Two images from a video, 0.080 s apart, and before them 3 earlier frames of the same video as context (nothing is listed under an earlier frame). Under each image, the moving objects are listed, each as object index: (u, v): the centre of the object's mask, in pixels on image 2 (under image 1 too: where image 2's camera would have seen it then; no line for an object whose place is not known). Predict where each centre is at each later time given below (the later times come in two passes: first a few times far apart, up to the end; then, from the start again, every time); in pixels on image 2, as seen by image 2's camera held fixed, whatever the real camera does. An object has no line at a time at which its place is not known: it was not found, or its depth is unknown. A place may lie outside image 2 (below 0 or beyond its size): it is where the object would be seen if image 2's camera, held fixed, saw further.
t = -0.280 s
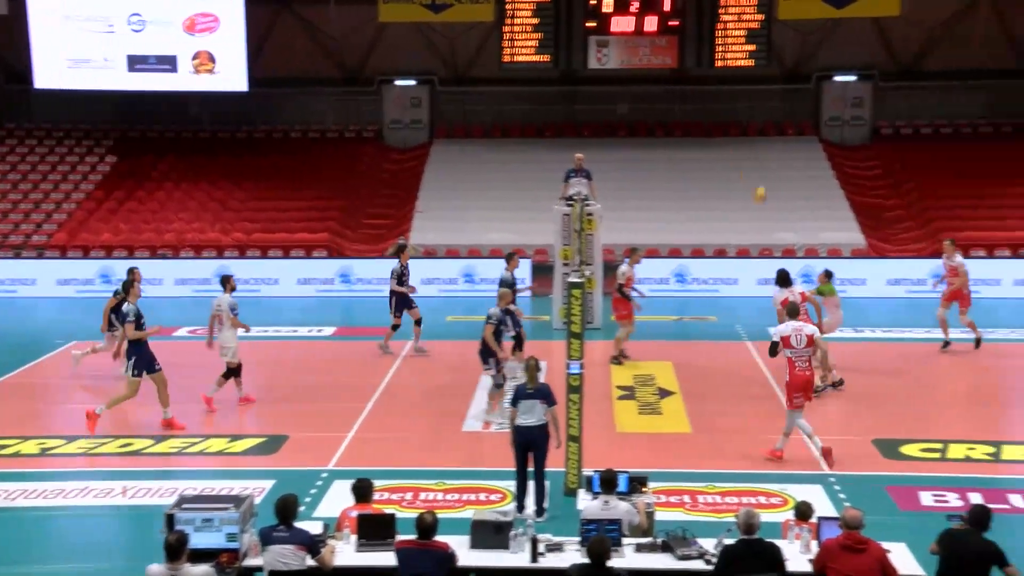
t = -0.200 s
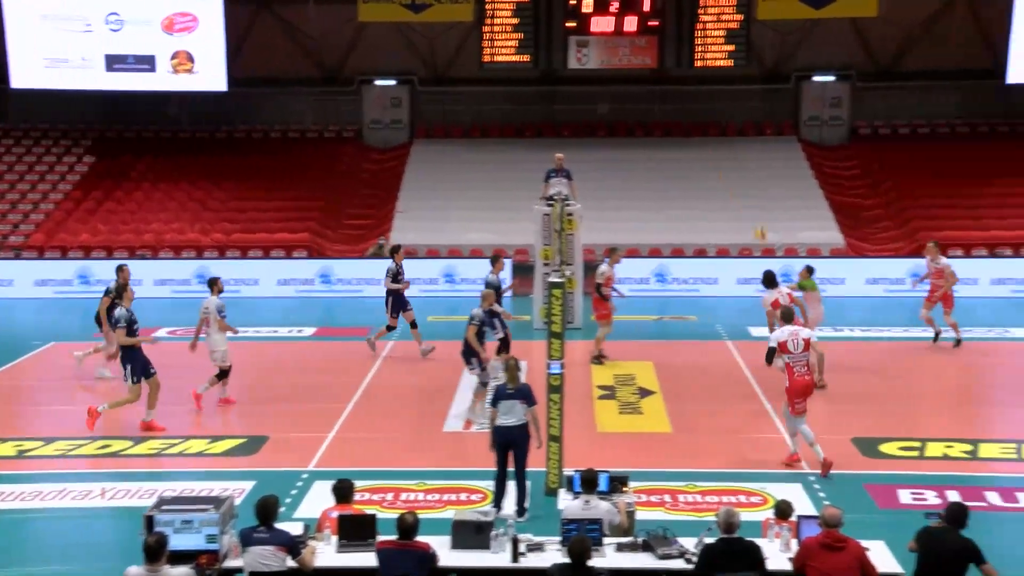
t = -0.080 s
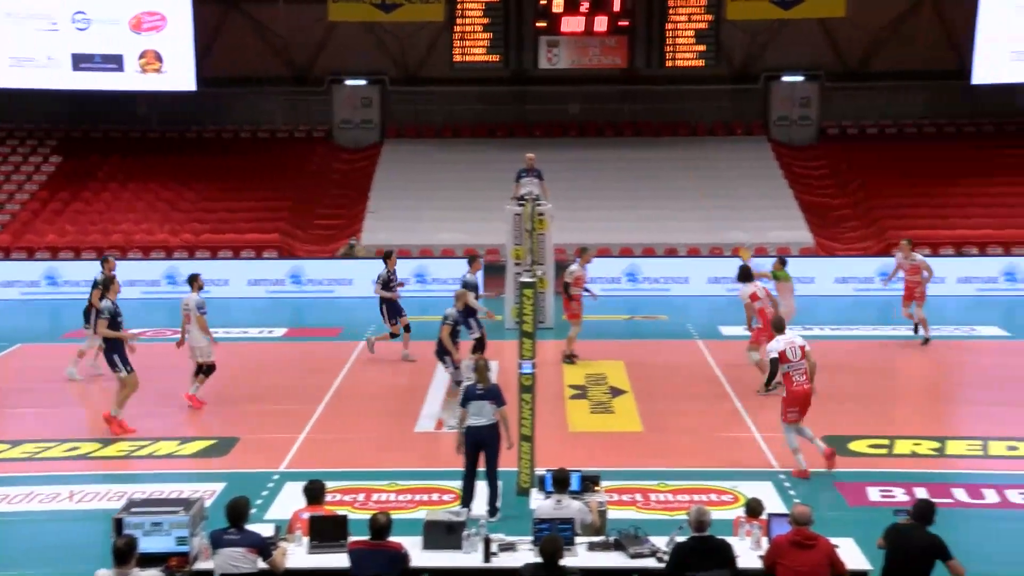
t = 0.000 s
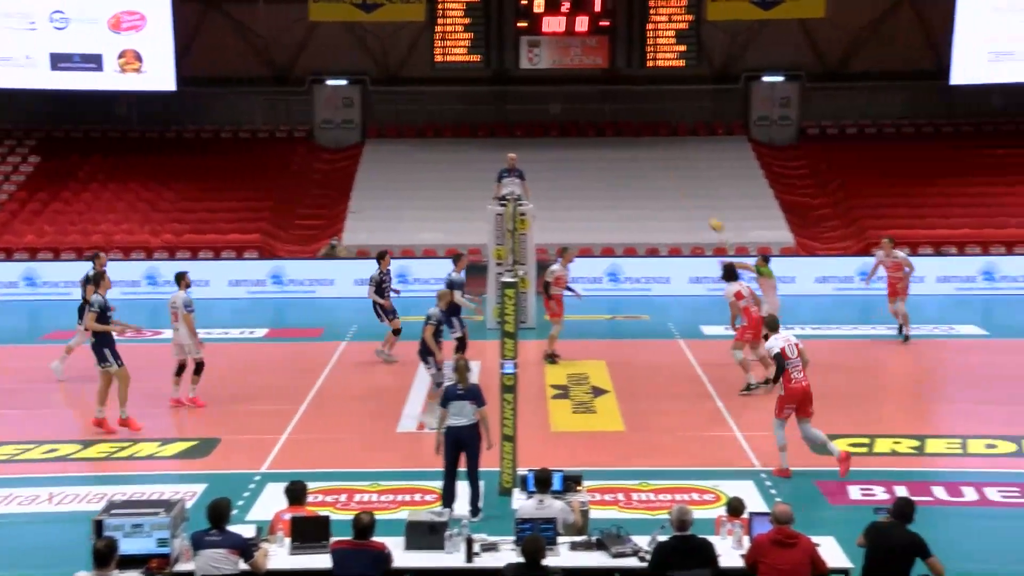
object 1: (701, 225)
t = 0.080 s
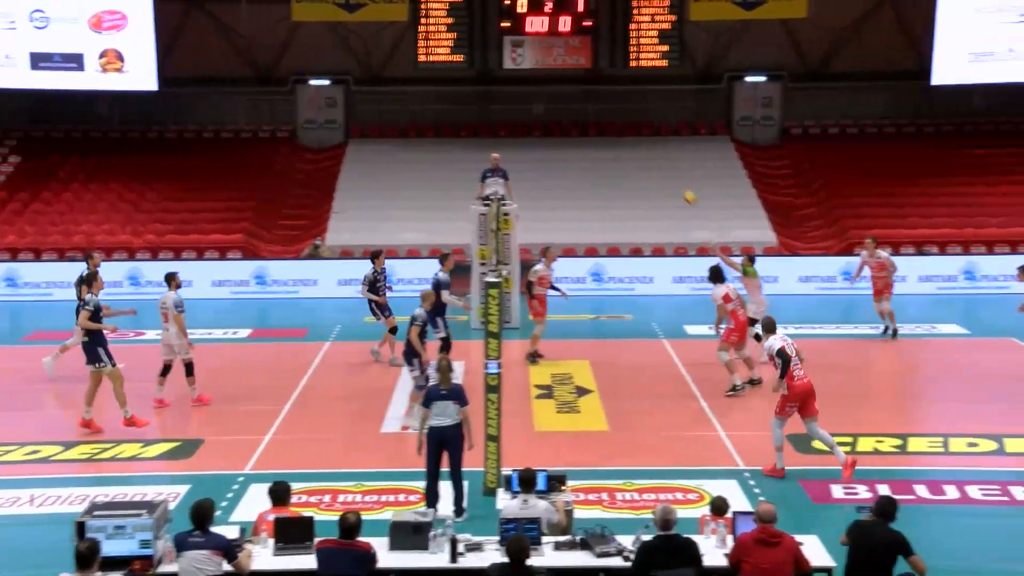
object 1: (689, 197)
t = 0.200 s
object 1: (672, 162)
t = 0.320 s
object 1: (652, 137)
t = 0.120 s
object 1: (684, 185)
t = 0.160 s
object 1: (677, 174)
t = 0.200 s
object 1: (672, 162)
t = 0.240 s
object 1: (665, 153)
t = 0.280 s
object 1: (658, 144)
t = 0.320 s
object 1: (652, 137)
